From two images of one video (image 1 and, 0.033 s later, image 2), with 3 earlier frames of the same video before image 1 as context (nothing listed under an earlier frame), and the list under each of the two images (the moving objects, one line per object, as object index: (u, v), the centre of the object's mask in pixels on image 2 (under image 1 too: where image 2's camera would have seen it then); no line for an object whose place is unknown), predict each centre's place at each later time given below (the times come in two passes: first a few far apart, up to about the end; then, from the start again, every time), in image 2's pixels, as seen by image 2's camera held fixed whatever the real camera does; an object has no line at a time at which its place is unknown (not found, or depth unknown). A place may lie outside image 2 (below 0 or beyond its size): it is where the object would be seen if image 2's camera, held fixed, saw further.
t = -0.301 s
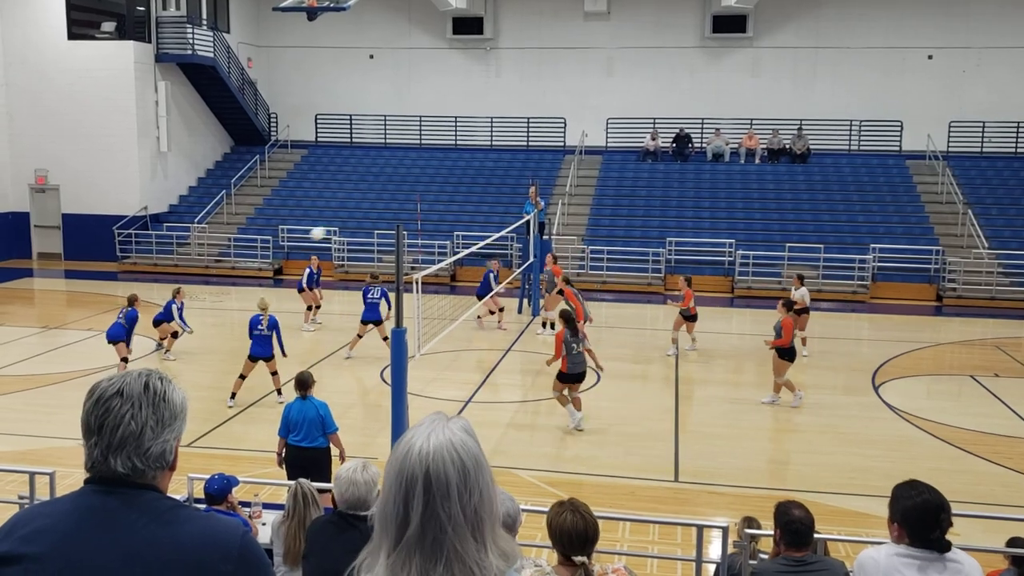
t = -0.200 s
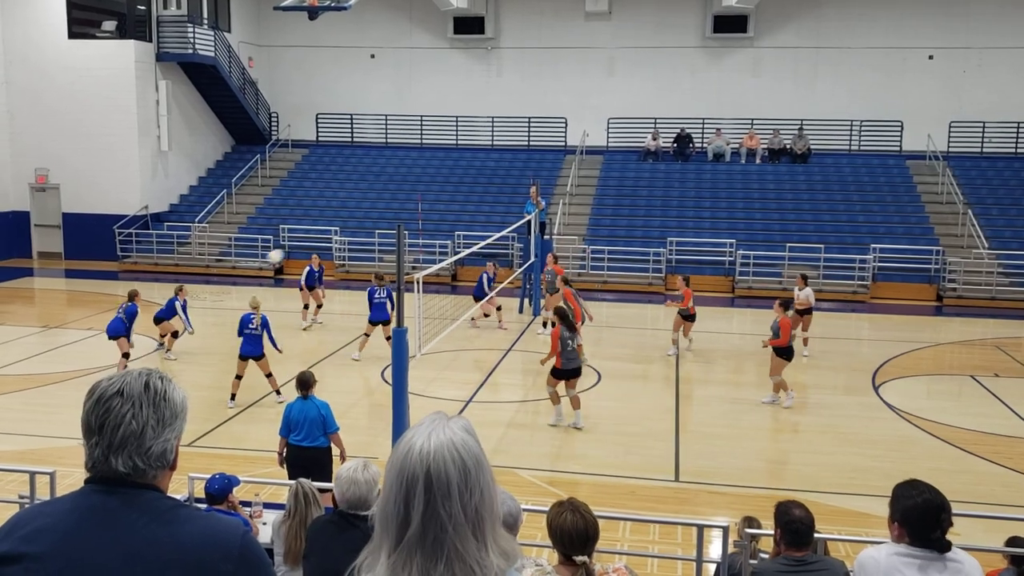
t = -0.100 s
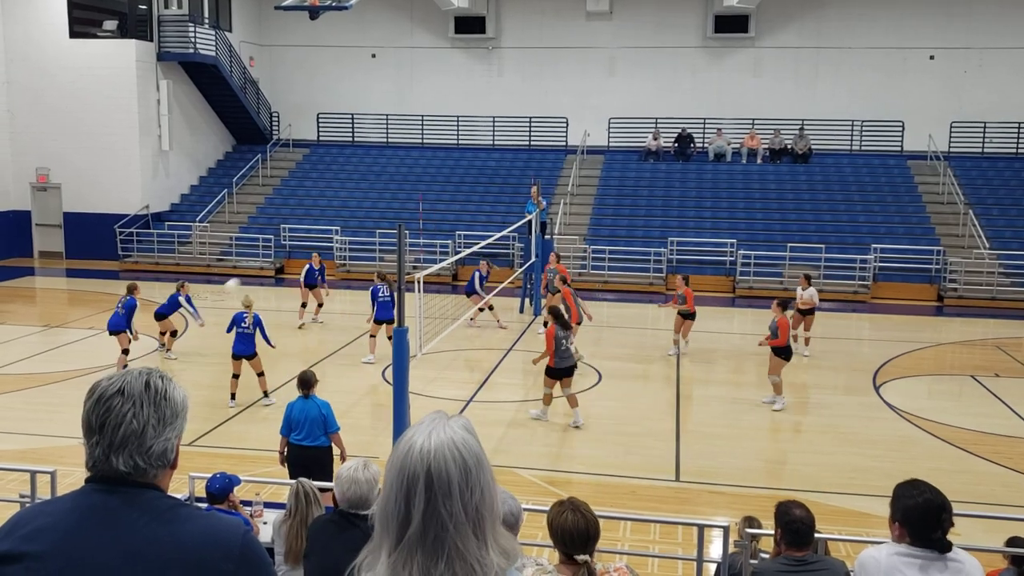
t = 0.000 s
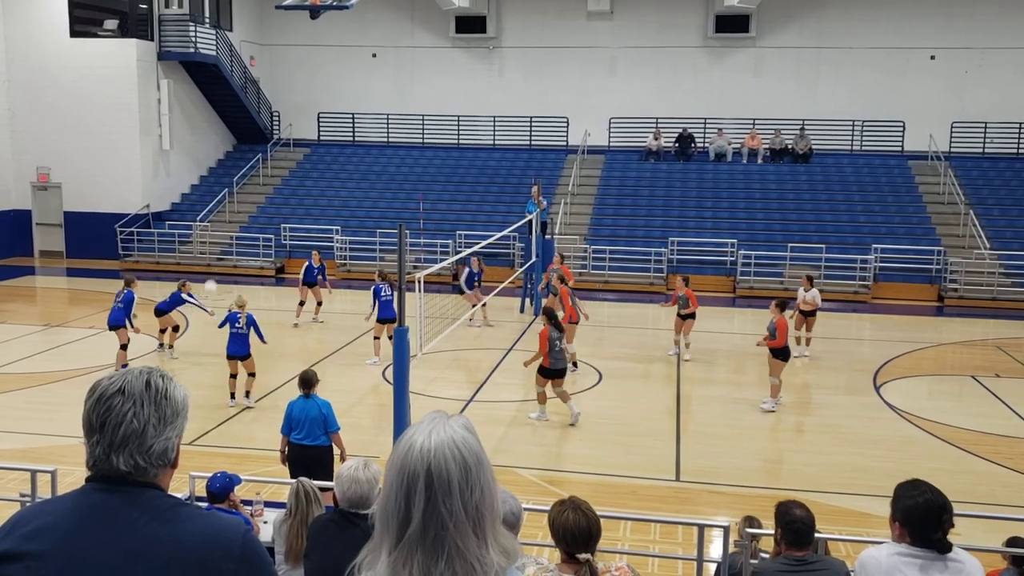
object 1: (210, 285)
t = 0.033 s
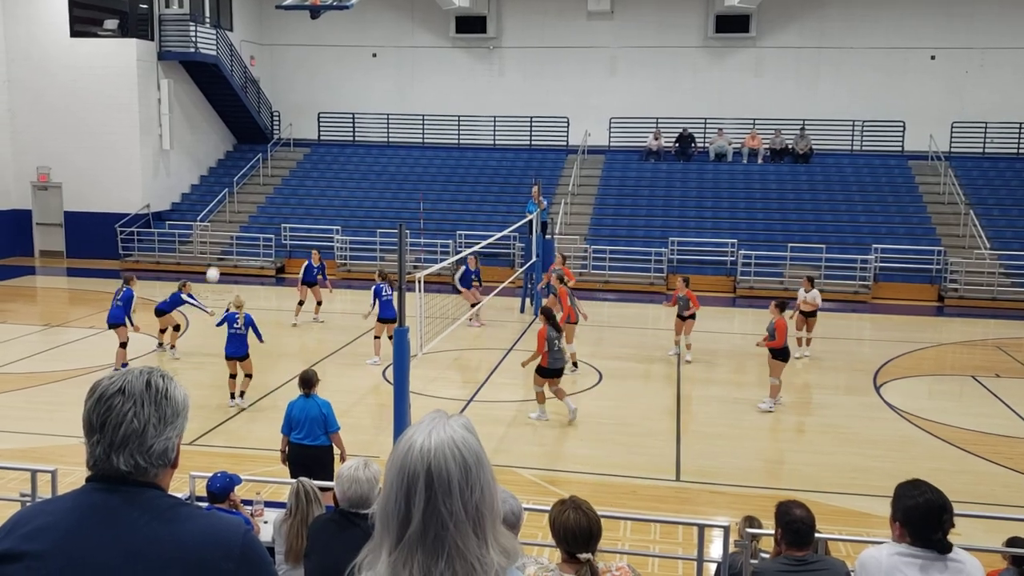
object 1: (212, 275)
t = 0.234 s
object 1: (227, 209)
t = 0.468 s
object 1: (244, 160)
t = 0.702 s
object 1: (260, 143)
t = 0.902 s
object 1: (274, 153)
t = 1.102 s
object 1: (289, 187)
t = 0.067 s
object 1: (215, 263)
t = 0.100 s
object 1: (218, 250)
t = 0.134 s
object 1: (220, 239)
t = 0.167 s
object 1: (223, 227)
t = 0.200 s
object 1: (225, 218)
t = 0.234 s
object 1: (227, 209)
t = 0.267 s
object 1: (230, 200)
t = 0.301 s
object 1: (232, 192)
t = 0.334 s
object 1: (235, 184)
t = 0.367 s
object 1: (237, 177)
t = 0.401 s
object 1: (239, 171)
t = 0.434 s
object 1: (241, 165)
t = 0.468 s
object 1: (244, 160)
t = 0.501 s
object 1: (246, 156)
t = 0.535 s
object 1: (248, 152)
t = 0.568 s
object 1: (250, 149)
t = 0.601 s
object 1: (253, 146)
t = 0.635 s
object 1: (255, 145)
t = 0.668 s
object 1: (257, 144)
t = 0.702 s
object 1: (260, 143)
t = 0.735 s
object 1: (262, 143)
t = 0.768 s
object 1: (264, 144)
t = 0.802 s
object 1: (267, 145)
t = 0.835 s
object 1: (269, 147)
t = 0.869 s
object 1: (272, 150)
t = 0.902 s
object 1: (274, 153)
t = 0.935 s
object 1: (277, 157)
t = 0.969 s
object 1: (279, 162)
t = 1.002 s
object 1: (282, 167)
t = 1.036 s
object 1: (284, 173)
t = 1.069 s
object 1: (287, 179)
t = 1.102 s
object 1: (289, 187)
